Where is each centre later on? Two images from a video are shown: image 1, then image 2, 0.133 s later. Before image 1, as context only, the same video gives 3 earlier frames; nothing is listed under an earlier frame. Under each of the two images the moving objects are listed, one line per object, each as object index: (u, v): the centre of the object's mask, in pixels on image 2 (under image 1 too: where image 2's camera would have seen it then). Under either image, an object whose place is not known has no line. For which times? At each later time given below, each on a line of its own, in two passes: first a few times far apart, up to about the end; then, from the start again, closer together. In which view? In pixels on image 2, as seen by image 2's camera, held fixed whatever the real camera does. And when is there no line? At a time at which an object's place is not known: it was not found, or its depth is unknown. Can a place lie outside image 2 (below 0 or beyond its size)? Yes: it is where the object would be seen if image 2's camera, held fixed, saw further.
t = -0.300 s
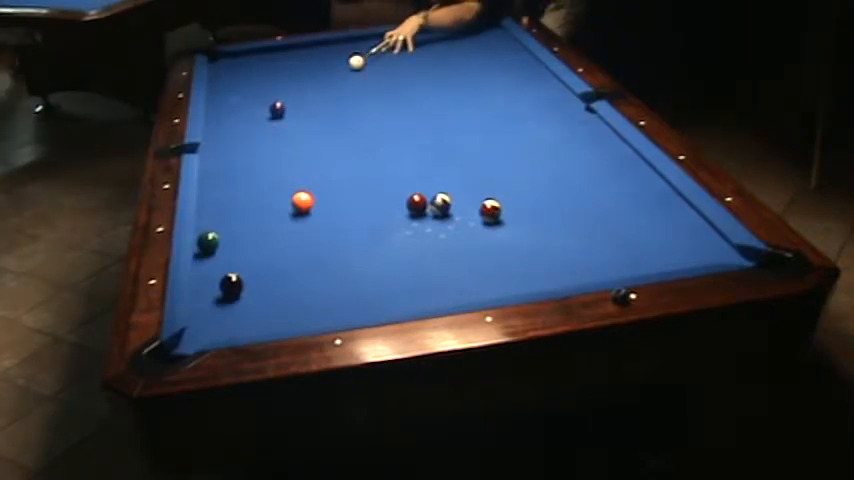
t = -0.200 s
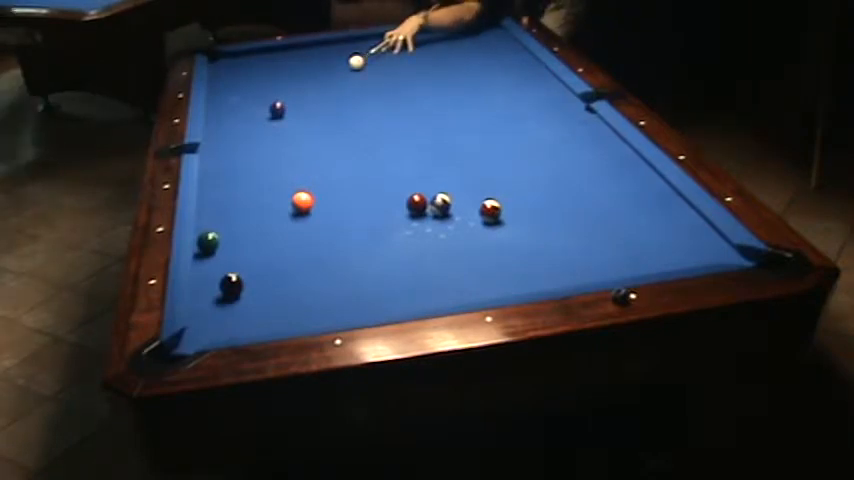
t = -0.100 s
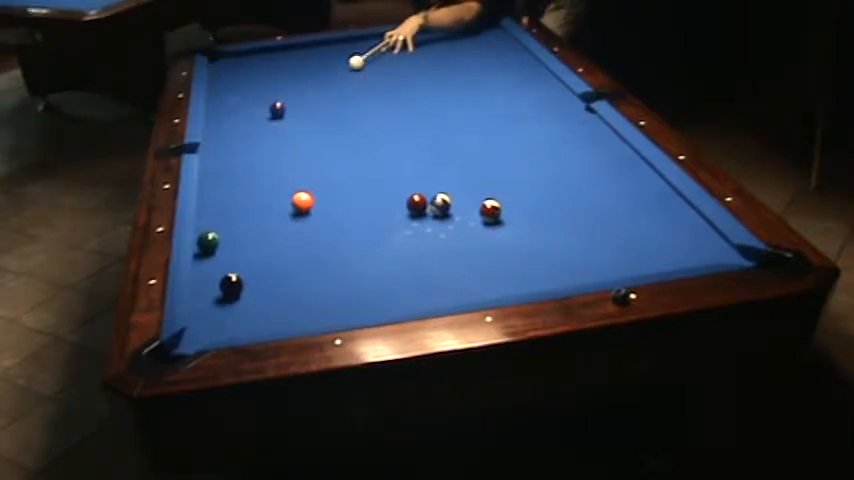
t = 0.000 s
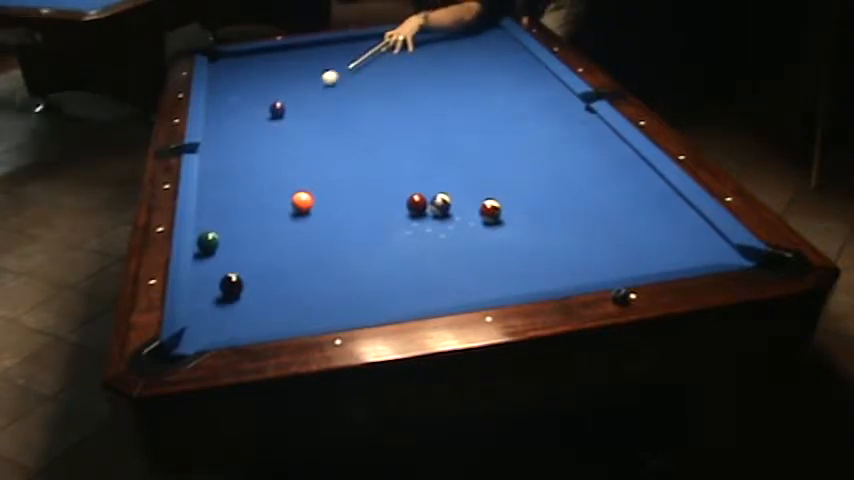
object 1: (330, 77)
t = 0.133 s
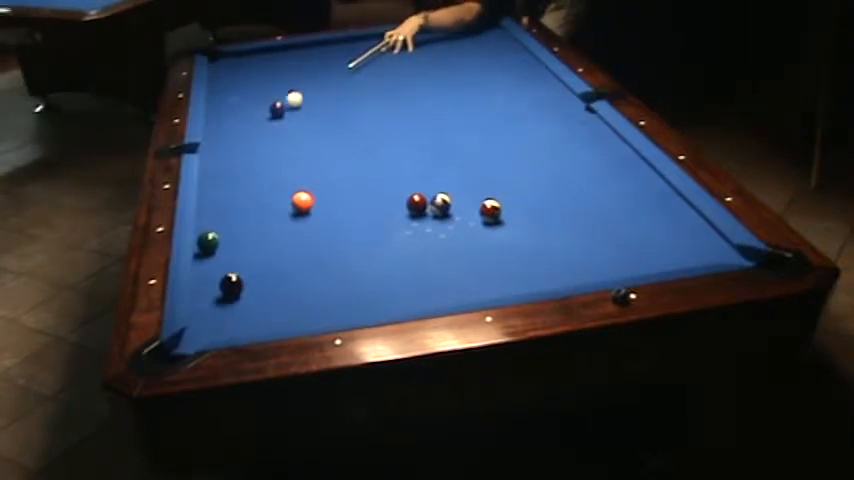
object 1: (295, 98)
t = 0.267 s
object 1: (288, 104)
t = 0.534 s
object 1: (281, 114)
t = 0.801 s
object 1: (272, 123)
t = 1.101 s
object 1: (263, 135)
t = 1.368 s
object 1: (255, 144)
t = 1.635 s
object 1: (247, 153)
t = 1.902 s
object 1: (240, 161)
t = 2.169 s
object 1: (233, 169)
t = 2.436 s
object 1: (226, 178)
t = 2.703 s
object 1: (221, 185)
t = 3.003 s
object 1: (215, 192)
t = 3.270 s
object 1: (210, 197)
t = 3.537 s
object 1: (207, 202)
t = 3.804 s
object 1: (209, 204)
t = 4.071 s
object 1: (211, 206)
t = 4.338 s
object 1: (213, 208)
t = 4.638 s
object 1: (215, 208)
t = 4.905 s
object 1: (215, 208)
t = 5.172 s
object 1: (215, 208)
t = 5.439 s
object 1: (215, 208)
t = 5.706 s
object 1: (215, 208)
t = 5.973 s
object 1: (215, 208)
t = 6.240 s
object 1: (215, 208)
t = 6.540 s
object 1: (215, 208)
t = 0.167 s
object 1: (288, 102)
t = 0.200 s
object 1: (288, 103)
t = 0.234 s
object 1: (288, 103)
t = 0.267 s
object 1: (288, 104)
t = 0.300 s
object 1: (288, 105)
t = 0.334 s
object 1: (287, 106)
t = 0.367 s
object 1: (286, 108)
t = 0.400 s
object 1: (285, 109)
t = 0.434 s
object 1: (284, 110)
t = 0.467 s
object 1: (282, 111)
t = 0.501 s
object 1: (282, 112)
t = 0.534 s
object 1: (281, 114)
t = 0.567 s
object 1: (279, 115)
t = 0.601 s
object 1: (278, 116)
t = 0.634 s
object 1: (277, 118)
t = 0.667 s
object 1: (276, 119)
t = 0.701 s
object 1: (275, 120)
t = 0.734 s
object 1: (274, 121)
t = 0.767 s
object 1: (273, 122)
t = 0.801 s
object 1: (272, 123)
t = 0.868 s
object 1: (270, 126)
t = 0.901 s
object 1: (269, 127)
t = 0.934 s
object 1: (268, 129)
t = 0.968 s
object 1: (267, 130)
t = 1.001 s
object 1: (266, 131)
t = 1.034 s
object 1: (265, 132)
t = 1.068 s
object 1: (264, 134)
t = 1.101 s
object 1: (263, 135)
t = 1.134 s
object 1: (262, 136)
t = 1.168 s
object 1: (261, 137)
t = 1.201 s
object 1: (260, 138)
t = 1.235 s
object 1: (259, 139)
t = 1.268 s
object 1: (258, 140)
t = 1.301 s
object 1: (257, 141)
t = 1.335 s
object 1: (256, 143)
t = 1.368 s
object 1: (255, 144)
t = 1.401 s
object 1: (254, 145)
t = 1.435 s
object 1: (253, 147)
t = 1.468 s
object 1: (252, 148)
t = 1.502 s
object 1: (251, 148)
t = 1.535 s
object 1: (250, 150)
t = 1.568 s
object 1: (249, 151)
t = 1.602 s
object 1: (248, 152)
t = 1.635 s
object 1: (247, 153)
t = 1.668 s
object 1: (246, 154)
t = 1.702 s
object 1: (245, 156)
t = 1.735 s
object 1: (244, 157)
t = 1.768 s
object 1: (243, 157)
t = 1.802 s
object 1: (242, 158)
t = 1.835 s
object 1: (241, 159)
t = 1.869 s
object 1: (240, 161)
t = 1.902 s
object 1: (240, 161)
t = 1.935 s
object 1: (239, 163)
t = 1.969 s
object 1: (238, 164)
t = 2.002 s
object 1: (237, 164)
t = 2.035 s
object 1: (236, 166)
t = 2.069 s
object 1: (235, 167)
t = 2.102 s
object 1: (234, 168)
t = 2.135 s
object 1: (234, 168)
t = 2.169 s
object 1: (233, 169)
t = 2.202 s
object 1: (232, 170)
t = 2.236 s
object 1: (231, 171)
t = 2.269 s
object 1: (230, 172)
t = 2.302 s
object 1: (229, 174)
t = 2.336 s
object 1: (229, 174)
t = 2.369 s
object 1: (228, 175)
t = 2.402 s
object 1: (227, 176)
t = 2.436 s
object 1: (226, 178)
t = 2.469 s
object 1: (226, 179)
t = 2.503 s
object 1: (225, 179)
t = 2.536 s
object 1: (224, 180)
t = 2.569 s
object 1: (224, 181)
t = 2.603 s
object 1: (223, 182)
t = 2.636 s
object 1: (222, 183)
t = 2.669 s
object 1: (222, 184)
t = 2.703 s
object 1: (221, 185)
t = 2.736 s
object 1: (220, 185)
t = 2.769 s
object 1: (219, 187)
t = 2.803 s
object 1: (218, 188)
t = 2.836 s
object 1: (218, 188)
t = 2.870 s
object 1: (217, 189)
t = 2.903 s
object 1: (216, 190)
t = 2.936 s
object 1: (216, 191)
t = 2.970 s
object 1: (215, 192)
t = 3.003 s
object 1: (215, 192)
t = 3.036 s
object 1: (214, 192)
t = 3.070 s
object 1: (214, 193)
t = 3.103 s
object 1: (213, 194)
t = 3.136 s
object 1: (212, 195)
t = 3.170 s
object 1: (212, 195)
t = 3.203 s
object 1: (211, 196)
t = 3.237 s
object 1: (211, 197)
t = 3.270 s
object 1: (210, 197)
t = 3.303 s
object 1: (210, 198)
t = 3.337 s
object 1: (209, 199)
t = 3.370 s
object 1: (209, 200)
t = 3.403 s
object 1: (208, 200)
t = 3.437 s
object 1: (208, 201)
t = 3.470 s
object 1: (207, 202)
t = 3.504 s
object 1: (207, 202)
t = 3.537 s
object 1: (207, 202)
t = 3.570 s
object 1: (207, 203)
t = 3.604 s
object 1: (207, 203)
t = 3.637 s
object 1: (208, 203)
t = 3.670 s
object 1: (208, 203)
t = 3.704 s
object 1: (209, 204)
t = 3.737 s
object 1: (208, 204)
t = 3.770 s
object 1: (209, 204)
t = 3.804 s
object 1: (209, 204)
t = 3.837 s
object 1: (209, 205)
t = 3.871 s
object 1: (209, 205)
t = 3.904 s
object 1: (210, 205)
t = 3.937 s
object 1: (210, 205)
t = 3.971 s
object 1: (211, 206)
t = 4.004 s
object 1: (211, 206)
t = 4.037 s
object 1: (211, 206)
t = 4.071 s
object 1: (211, 206)
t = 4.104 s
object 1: (211, 207)
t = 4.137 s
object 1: (211, 207)
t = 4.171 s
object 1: (211, 207)
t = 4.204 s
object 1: (212, 207)
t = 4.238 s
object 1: (212, 207)
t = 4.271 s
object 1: (212, 208)
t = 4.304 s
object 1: (213, 208)
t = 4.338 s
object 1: (213, 208)
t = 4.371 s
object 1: (213, 208)
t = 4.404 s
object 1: (213, 208)
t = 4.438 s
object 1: (214, 208)
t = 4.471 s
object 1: (214, 208)
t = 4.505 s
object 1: (214, 208)
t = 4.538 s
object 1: (214, 208)
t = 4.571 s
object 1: (214, 208)
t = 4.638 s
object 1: (215, 208)
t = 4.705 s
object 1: (215, 208)
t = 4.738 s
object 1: (215, 208)
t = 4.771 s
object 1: (215, 208)
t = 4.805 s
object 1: (215, 208)
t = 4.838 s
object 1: (215, 208)
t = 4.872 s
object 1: (215, 208)
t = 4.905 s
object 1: (215, 208)
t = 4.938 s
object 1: (215, 208)
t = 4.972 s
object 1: (215, 208)
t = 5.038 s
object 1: (215, 208)
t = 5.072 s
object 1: (215, 208)
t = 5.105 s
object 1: (215, 208)
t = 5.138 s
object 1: (215, 208)
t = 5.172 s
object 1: (215, 208)
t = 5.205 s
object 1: (215, 208)
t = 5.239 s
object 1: (215, 208)
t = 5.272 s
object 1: (215, 208)
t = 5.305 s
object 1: (215, 208)
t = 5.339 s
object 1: (215, 208)
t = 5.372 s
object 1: (215, 208)
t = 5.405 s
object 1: (215, 209)
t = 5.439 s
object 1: (215, 208)
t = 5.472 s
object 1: (215, 209)
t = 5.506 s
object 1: (215, 208)
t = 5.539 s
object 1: (215, 208)
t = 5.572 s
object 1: (215, 208)
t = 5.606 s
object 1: (215, 208)
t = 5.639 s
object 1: (215, 208)
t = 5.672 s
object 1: (215, 208)
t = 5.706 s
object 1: (215, 208)
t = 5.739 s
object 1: (215, 208)
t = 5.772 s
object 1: (215, 209)
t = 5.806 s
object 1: (215, 209)
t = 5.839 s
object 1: (215, 208)
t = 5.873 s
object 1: (215, 208)
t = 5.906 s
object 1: (215, 208)
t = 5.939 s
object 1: (215, 208)
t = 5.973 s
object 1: (215, 208)
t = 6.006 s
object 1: (215, 209)
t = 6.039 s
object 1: (215, 208)
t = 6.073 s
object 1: (215, 209)
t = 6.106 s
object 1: (215, 208)
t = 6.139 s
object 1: (215, 208)
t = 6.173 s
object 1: (215, 209)
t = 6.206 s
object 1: (215, 208)
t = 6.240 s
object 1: (215, 208)
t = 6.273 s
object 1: (215, 208)
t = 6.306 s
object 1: (215, 208)
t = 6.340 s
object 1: (215, 208)
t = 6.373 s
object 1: (215, 208)
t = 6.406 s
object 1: (215, 208)
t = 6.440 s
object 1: (215, 208)
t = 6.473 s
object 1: (215, 208)
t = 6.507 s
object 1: (215, 208)
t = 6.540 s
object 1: (215, 208)
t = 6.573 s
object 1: (215, 208)
